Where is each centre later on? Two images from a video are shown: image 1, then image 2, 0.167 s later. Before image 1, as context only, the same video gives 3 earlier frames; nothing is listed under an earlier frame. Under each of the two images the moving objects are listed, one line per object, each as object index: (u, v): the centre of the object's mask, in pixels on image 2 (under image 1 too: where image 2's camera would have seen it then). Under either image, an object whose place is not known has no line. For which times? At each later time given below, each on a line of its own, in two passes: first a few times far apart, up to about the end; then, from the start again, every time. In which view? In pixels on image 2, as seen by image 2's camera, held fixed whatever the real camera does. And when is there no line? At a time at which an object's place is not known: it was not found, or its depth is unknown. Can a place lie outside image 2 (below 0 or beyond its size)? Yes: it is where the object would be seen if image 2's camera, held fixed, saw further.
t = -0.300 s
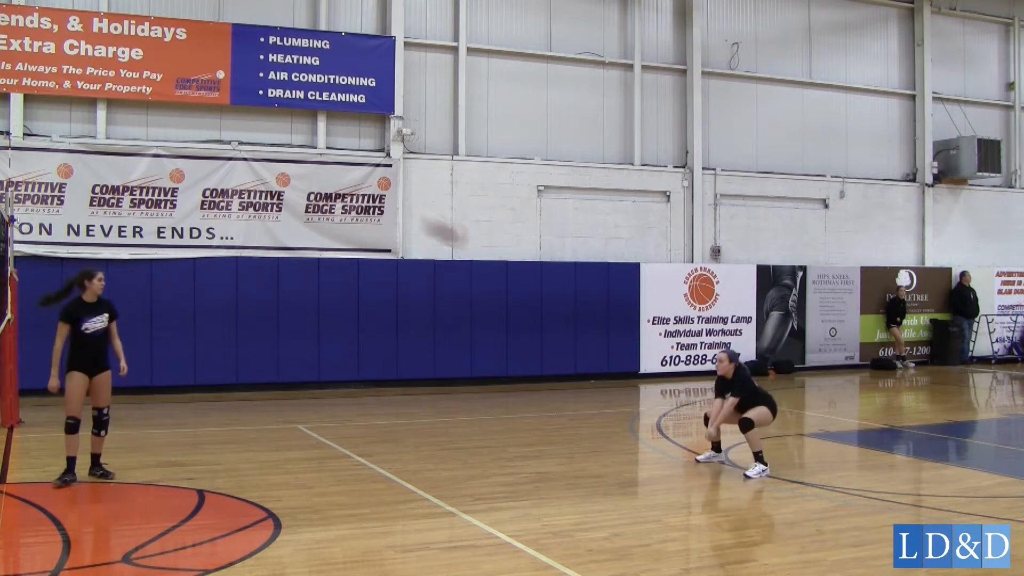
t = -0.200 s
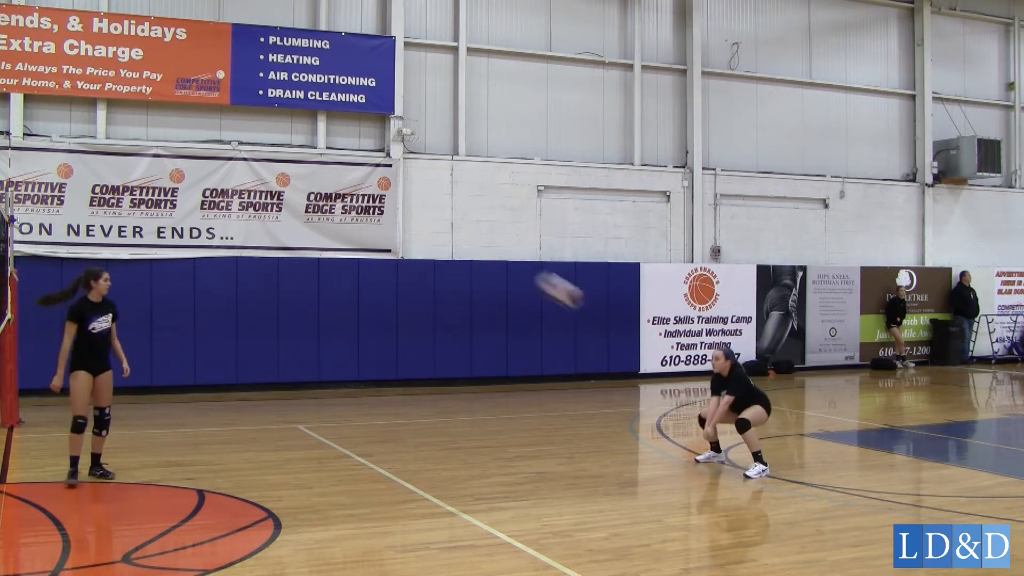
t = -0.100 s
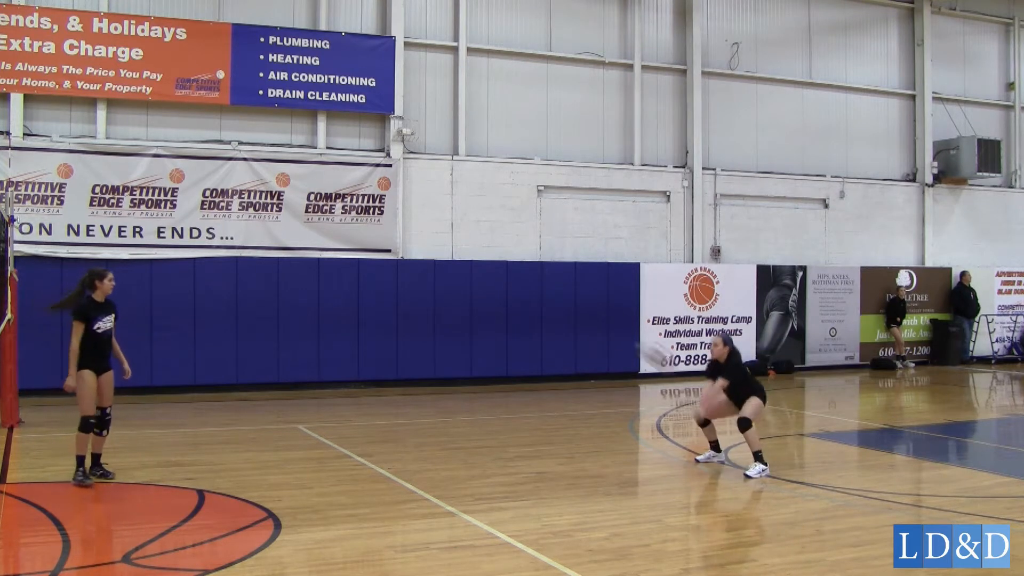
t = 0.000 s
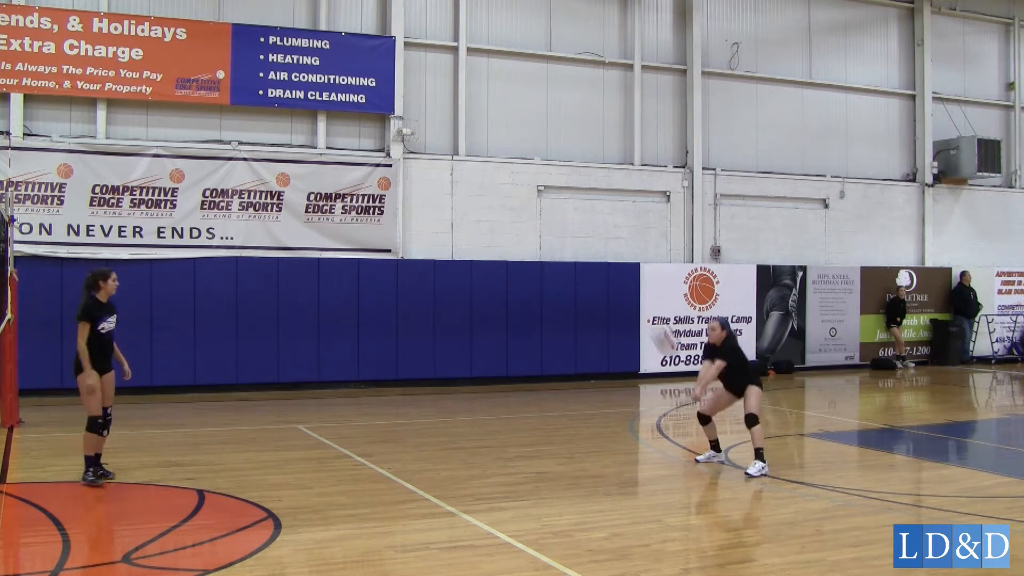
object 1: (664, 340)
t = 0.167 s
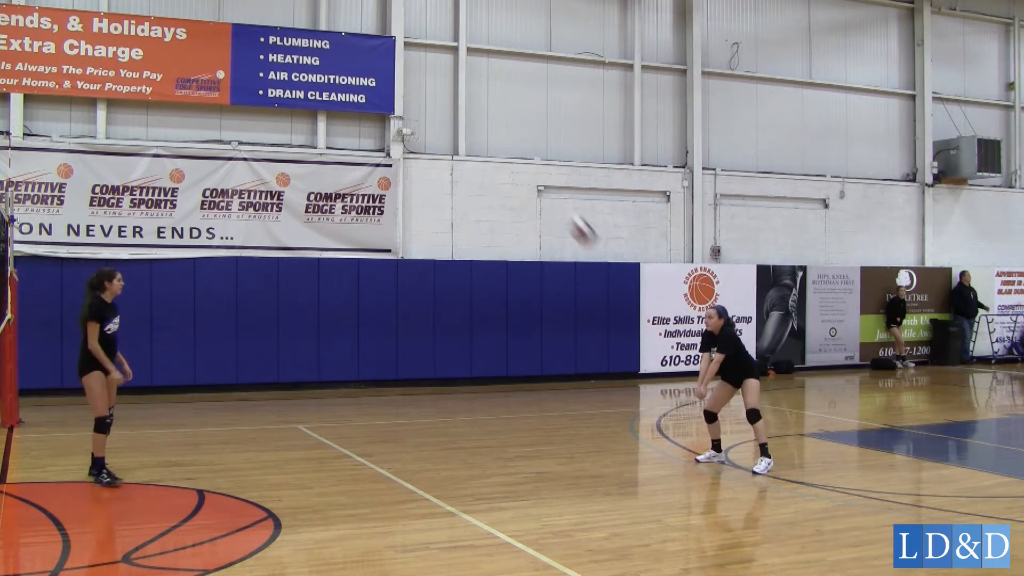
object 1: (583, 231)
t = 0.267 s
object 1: (533, 180)
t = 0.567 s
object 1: (390, 100)
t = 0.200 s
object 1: (567, 213)
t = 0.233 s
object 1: (551, 198)
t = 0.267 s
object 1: (533, 180)
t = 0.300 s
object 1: (520, 169)
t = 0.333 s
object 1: (504, 155)
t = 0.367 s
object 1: (489, 143)
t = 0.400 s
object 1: (472, 133)
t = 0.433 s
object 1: (455, 123)
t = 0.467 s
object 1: (438, 115)
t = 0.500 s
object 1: (422, 109)
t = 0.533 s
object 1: (406, 104)
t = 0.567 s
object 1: (390, 100)
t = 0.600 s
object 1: (376, 98)
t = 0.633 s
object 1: (361, 98)
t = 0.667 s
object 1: (344, 98)
